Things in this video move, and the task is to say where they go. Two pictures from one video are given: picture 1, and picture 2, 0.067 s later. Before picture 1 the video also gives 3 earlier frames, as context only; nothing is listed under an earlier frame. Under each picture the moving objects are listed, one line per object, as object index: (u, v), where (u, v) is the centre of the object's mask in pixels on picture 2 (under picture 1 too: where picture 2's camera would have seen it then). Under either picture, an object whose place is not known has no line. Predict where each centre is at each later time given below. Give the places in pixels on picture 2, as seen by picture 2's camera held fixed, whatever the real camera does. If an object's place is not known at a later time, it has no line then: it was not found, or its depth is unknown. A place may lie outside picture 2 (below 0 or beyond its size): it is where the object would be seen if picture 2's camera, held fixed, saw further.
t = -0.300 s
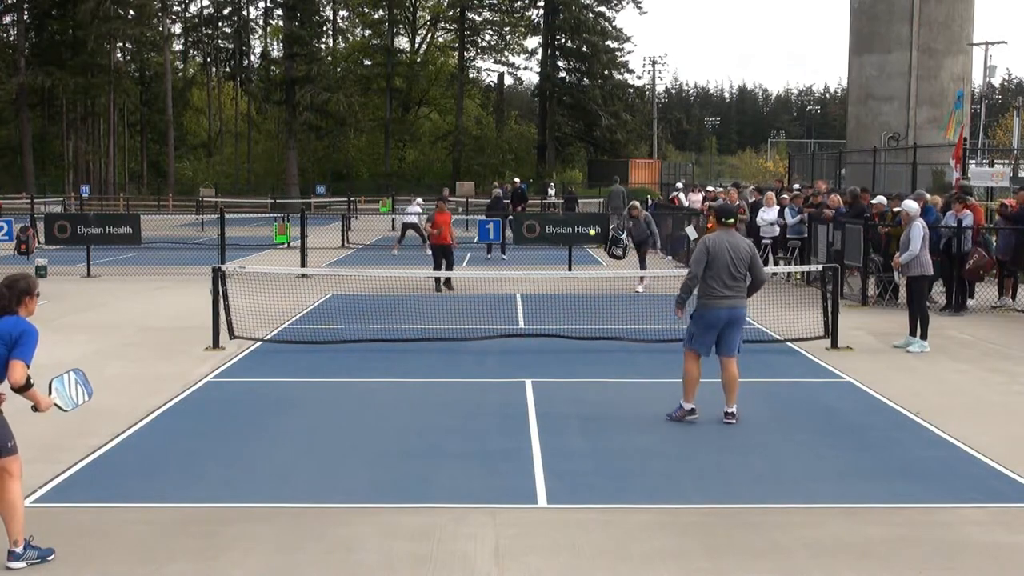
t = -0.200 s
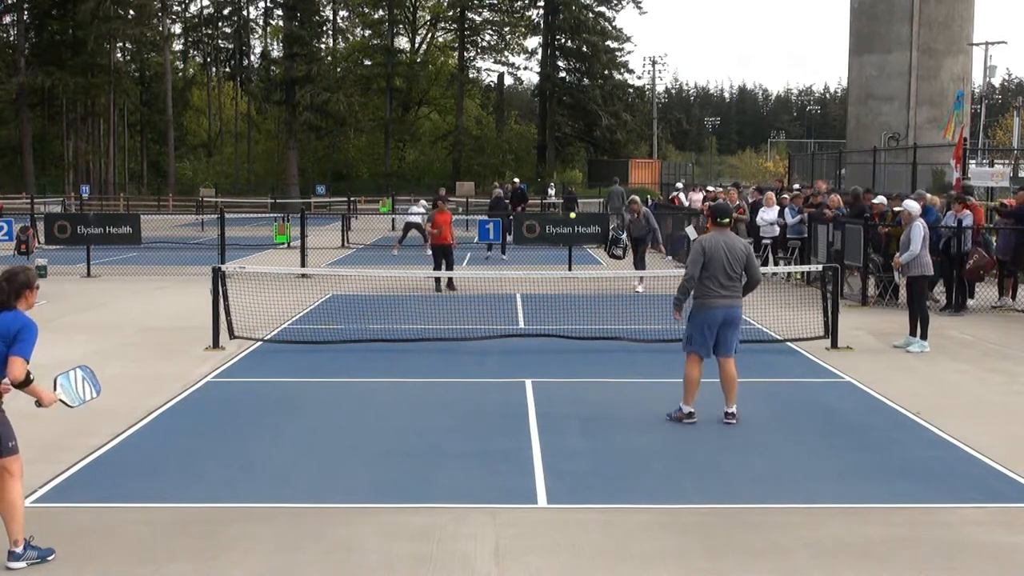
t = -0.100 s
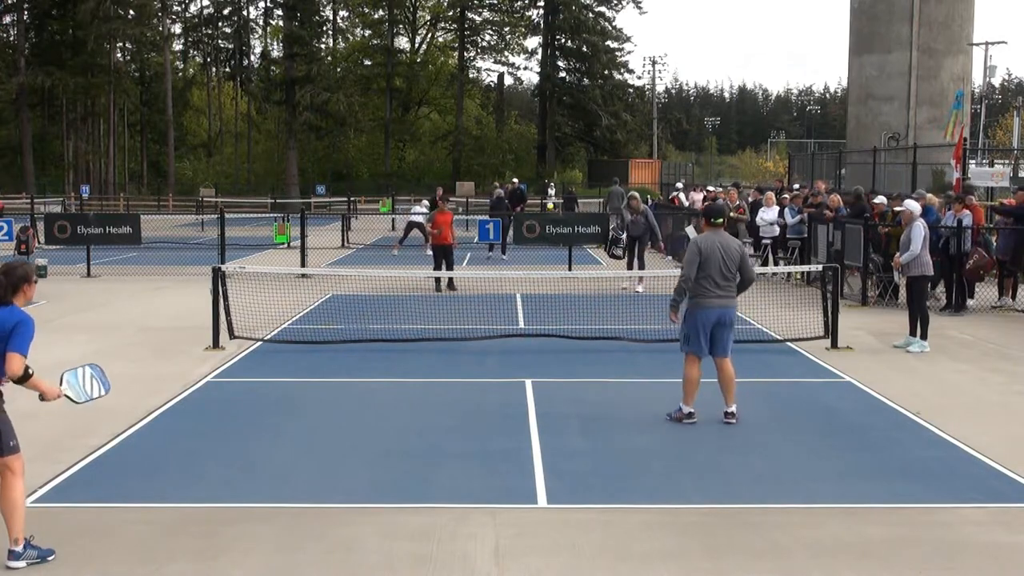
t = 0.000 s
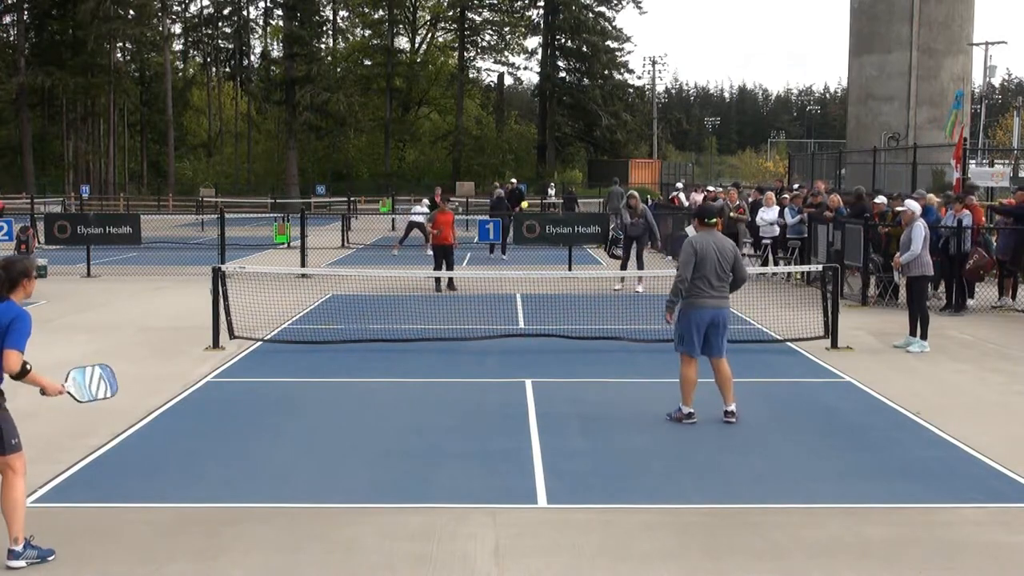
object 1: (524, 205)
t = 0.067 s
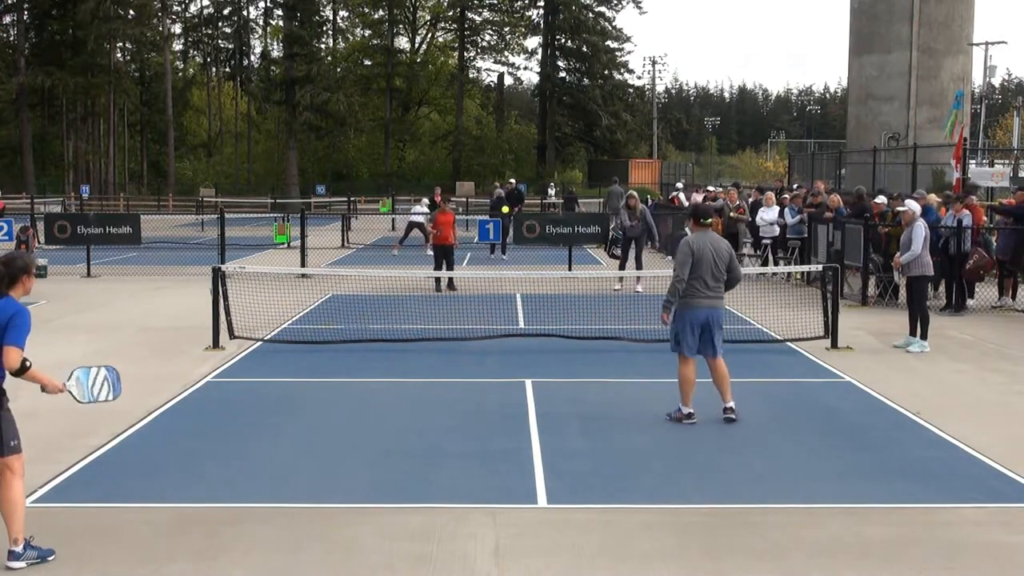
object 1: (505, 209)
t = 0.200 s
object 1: (462, 234)
